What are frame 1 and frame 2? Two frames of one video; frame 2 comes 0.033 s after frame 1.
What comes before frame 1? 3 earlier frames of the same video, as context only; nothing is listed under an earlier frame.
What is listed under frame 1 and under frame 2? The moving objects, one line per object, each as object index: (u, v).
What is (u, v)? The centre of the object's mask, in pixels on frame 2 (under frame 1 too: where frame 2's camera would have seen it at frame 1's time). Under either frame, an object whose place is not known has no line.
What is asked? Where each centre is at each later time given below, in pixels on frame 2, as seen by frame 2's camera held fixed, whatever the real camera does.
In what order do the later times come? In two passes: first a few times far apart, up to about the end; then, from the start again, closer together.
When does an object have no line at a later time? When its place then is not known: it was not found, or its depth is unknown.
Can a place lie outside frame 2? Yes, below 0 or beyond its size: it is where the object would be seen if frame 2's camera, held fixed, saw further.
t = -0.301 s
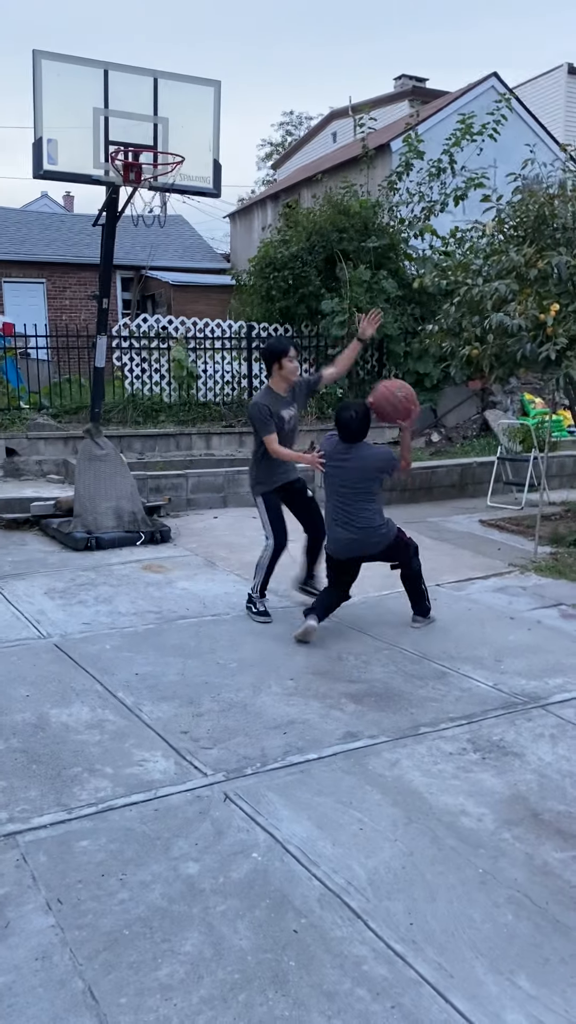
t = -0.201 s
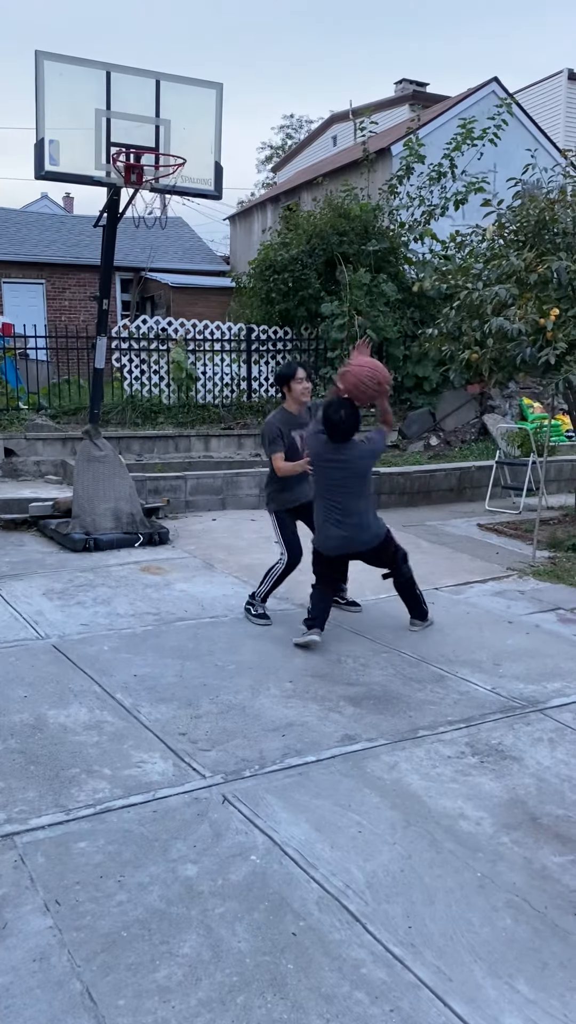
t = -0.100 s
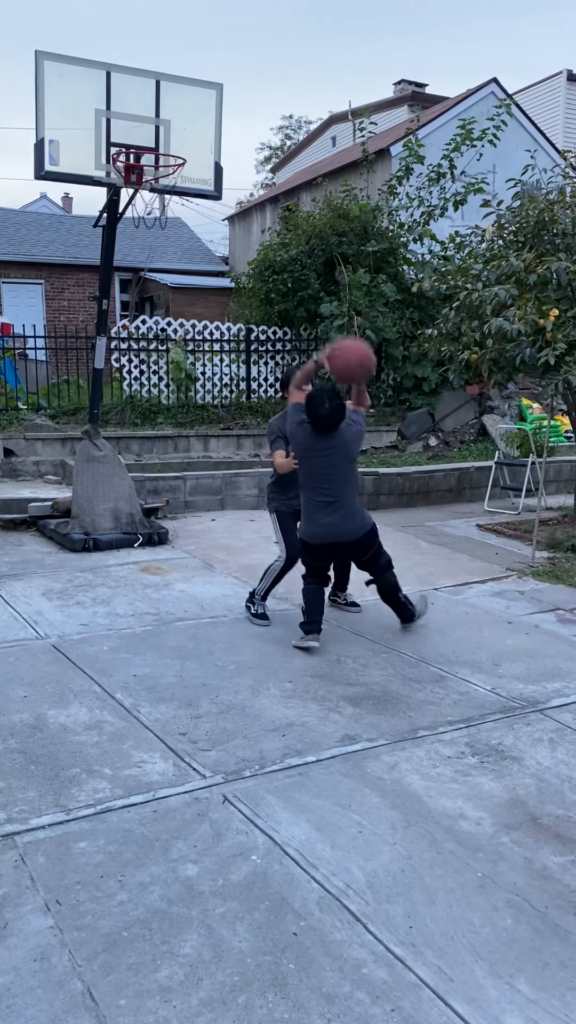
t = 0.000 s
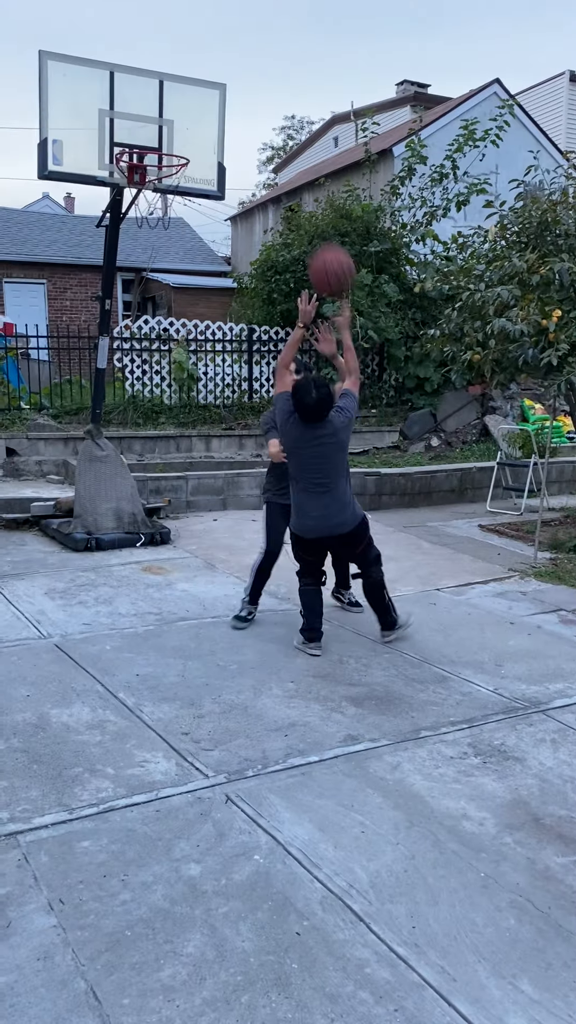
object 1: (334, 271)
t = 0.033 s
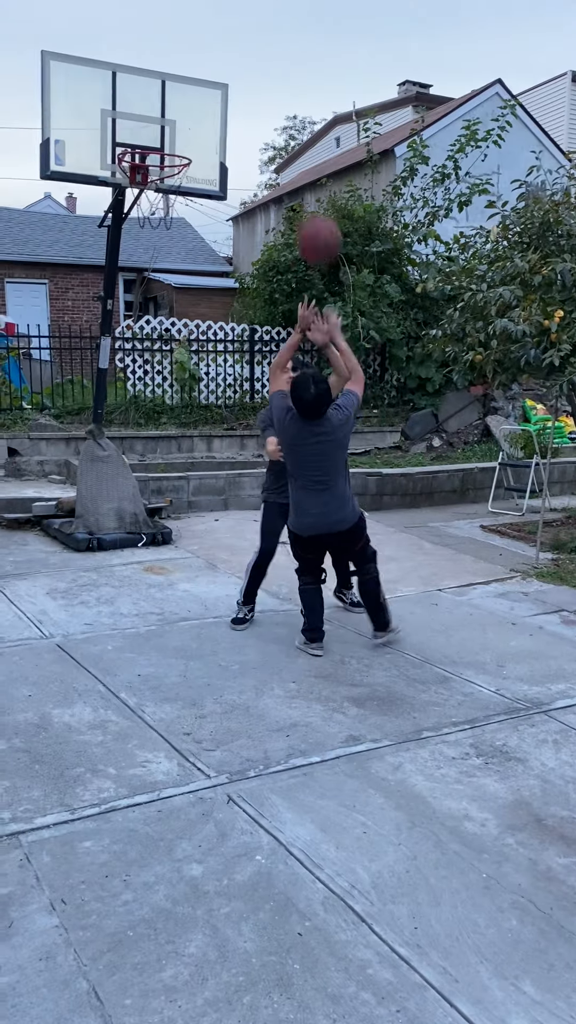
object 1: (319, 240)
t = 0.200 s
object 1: (253, 132)
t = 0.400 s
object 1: (185, 83)
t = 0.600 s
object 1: (130, 102)
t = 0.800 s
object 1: (140, 135)
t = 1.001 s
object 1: (165, 134)
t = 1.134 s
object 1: (182, 170)
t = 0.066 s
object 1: (305, 211)
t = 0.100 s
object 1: (292, 189)
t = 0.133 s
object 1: (278, 167)
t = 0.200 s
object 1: (253, 132)
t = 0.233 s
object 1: (241, 118)
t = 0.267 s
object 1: (229, 107)
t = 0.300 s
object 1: (218, 98)
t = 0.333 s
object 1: (207, 91)
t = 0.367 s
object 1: (196, 86)
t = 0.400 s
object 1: (185, 83)
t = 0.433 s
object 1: (175, 82)
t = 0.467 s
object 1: (165, 83)
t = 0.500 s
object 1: (156, 85)
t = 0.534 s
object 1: (147, 89)
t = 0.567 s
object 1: (138, 94)
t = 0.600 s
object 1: (130, 102)
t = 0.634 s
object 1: (124, 107)
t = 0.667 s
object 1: (127, 110)
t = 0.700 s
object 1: (130, 114)
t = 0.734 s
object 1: (134, 120)
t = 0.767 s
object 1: (137, 127)
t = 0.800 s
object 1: (140, 135)
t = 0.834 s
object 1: (145, 132)
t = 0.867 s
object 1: (148, 129)
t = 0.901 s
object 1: (152, 127)
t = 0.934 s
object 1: (156, 128)
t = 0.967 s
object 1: (160, 131)
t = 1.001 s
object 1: (165, 134)
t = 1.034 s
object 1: (168, 140)
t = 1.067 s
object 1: (173, 148)
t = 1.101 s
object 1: (177, 158)
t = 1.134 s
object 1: (182, 170)
